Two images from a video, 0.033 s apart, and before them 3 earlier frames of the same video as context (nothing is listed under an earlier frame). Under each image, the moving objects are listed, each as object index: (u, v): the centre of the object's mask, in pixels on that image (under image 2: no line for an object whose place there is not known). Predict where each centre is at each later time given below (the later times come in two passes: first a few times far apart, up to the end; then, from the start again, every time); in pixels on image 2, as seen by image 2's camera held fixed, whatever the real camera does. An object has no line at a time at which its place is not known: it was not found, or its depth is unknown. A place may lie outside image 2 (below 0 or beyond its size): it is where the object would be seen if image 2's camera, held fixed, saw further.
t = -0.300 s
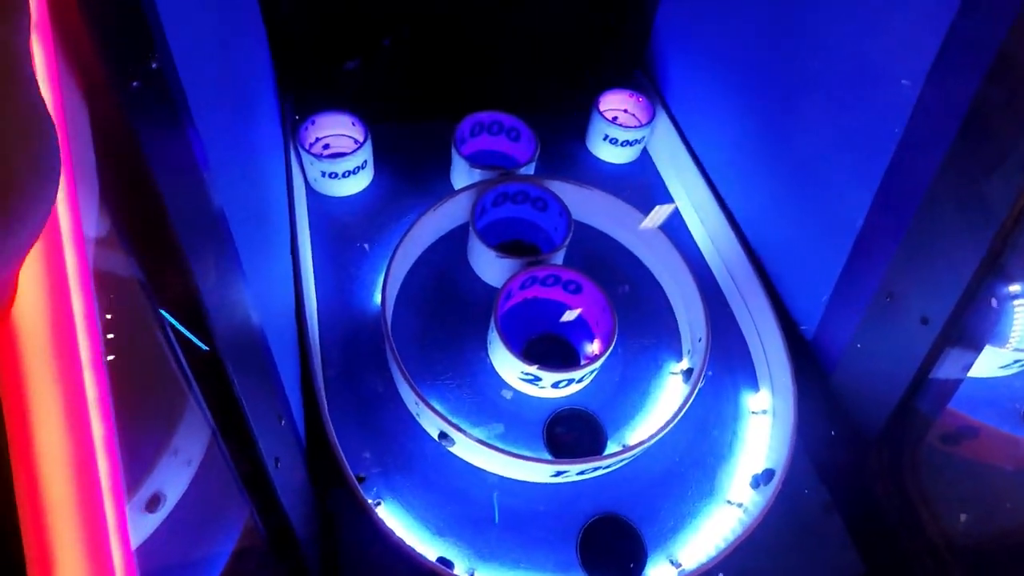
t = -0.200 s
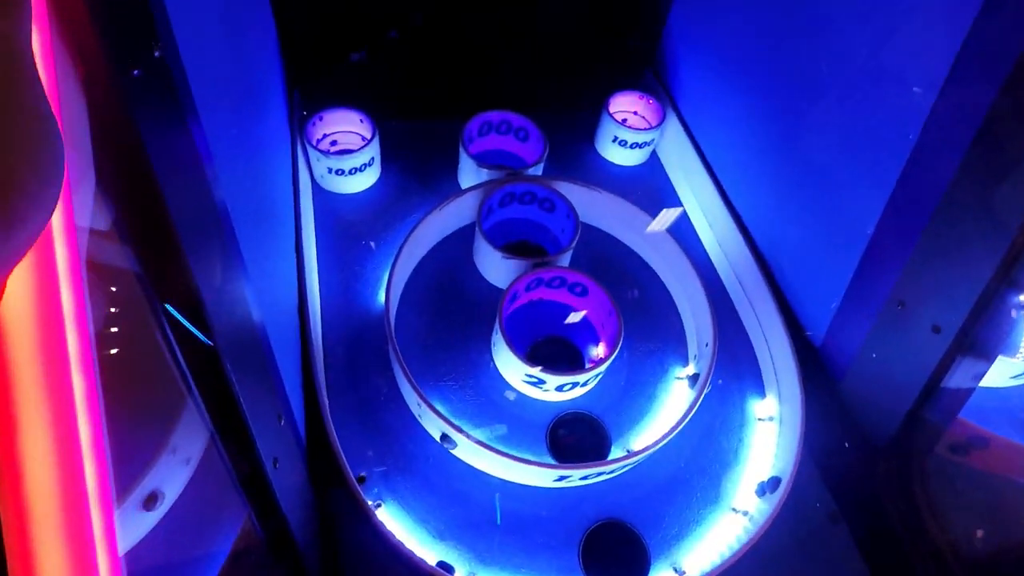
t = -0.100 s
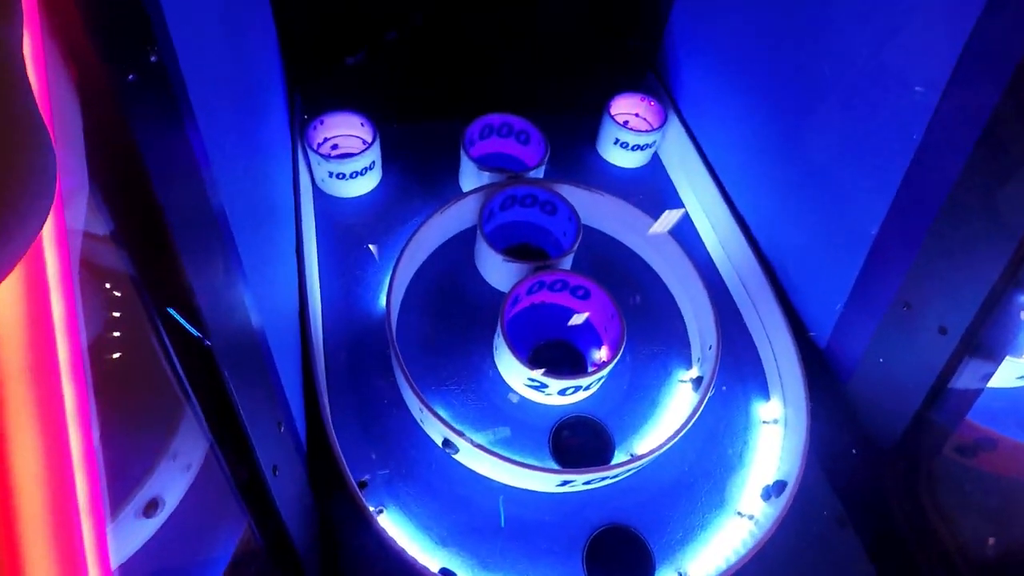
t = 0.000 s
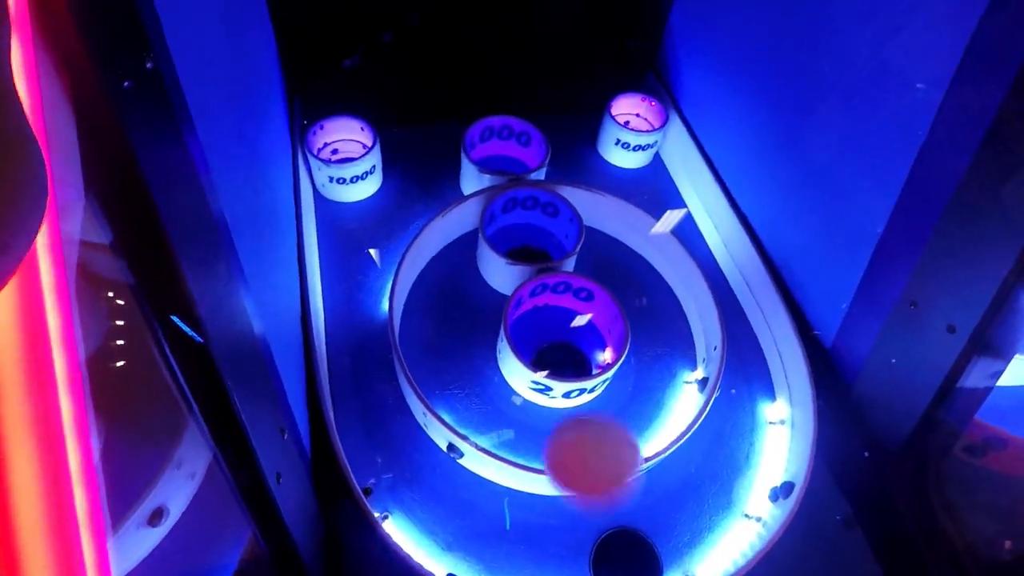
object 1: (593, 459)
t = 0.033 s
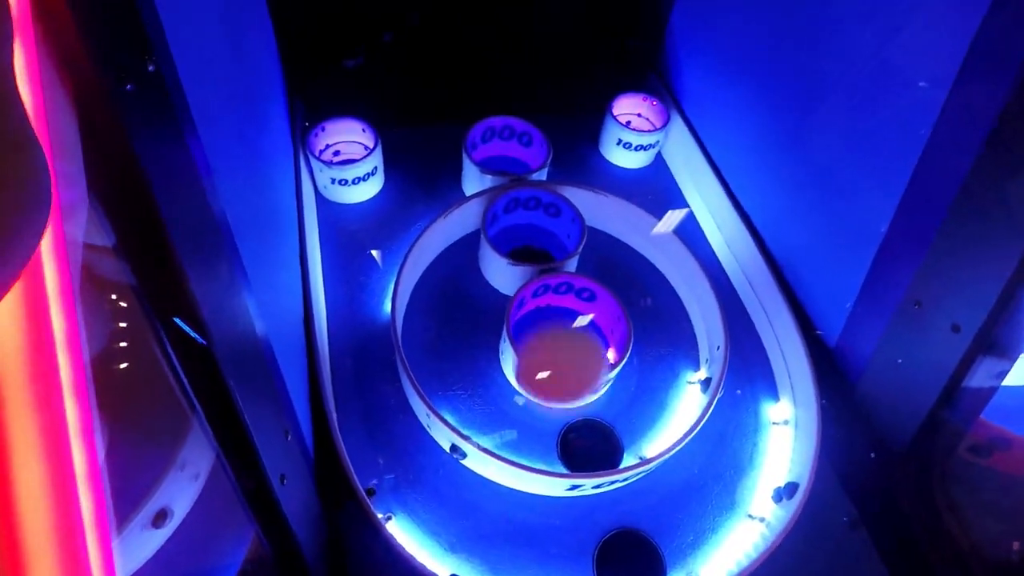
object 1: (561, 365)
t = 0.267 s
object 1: (414, 132)
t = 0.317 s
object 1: (401, 155)
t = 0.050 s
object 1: (547, 330)
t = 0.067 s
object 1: (531, 293)
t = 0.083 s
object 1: (517, 260)
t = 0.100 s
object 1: (505, 230)
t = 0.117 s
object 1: (492, 205)
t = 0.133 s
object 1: (480, 182)
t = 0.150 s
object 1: (469, 165)
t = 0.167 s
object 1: (460, 152)
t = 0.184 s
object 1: (450, 139)
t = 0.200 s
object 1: (441, 132)
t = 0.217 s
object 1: (434, 129)
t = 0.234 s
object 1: (427, 126)
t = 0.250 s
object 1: (420, 127)
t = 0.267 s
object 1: (414, 132)
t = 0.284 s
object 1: (409, 138)
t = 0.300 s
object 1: (405, 144)
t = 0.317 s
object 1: (401, 155)
